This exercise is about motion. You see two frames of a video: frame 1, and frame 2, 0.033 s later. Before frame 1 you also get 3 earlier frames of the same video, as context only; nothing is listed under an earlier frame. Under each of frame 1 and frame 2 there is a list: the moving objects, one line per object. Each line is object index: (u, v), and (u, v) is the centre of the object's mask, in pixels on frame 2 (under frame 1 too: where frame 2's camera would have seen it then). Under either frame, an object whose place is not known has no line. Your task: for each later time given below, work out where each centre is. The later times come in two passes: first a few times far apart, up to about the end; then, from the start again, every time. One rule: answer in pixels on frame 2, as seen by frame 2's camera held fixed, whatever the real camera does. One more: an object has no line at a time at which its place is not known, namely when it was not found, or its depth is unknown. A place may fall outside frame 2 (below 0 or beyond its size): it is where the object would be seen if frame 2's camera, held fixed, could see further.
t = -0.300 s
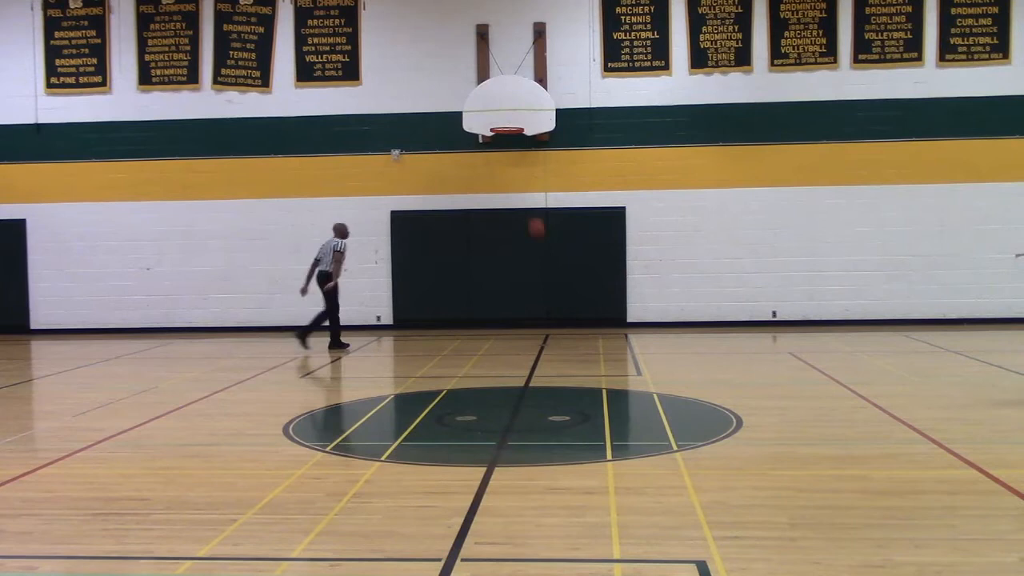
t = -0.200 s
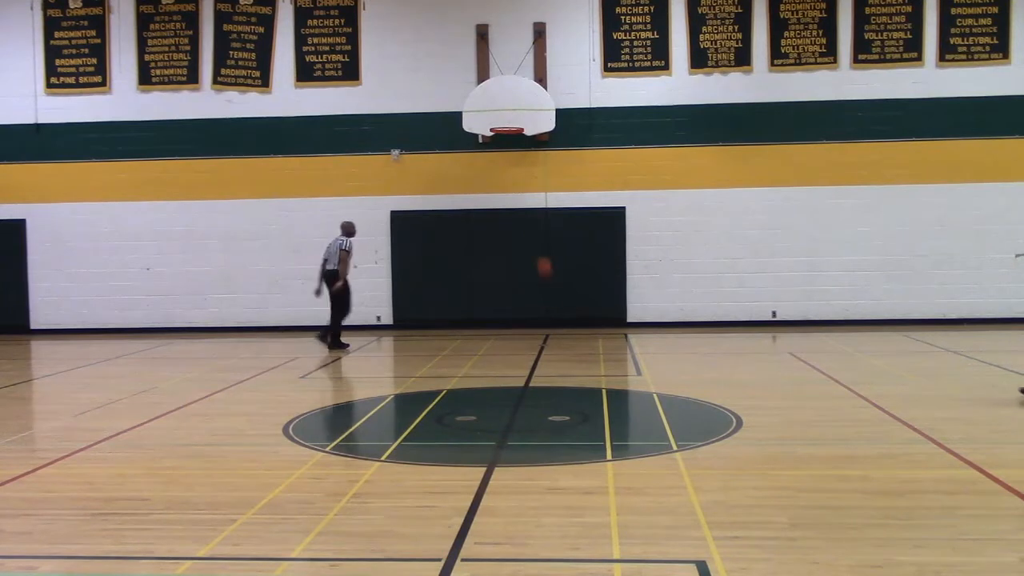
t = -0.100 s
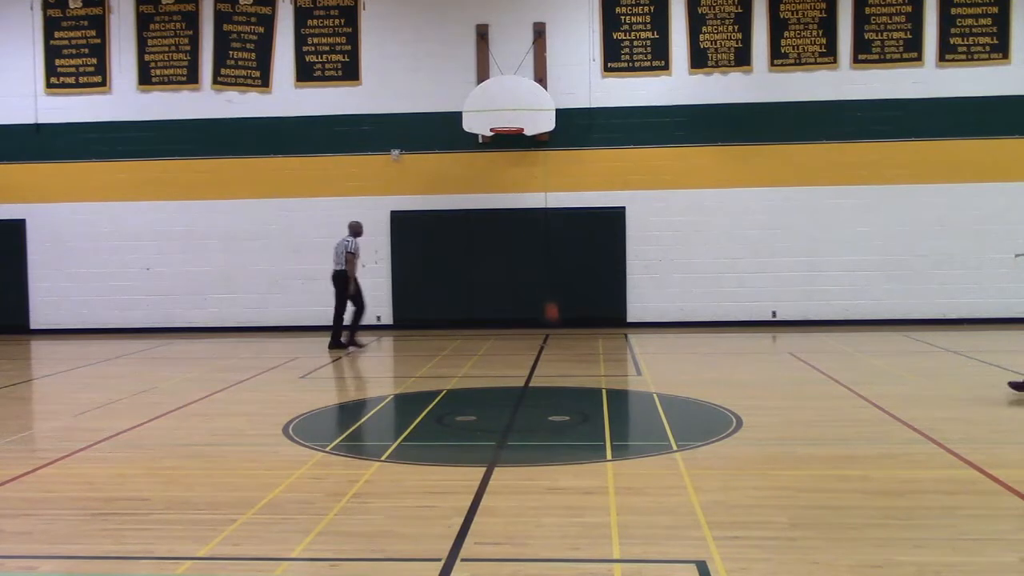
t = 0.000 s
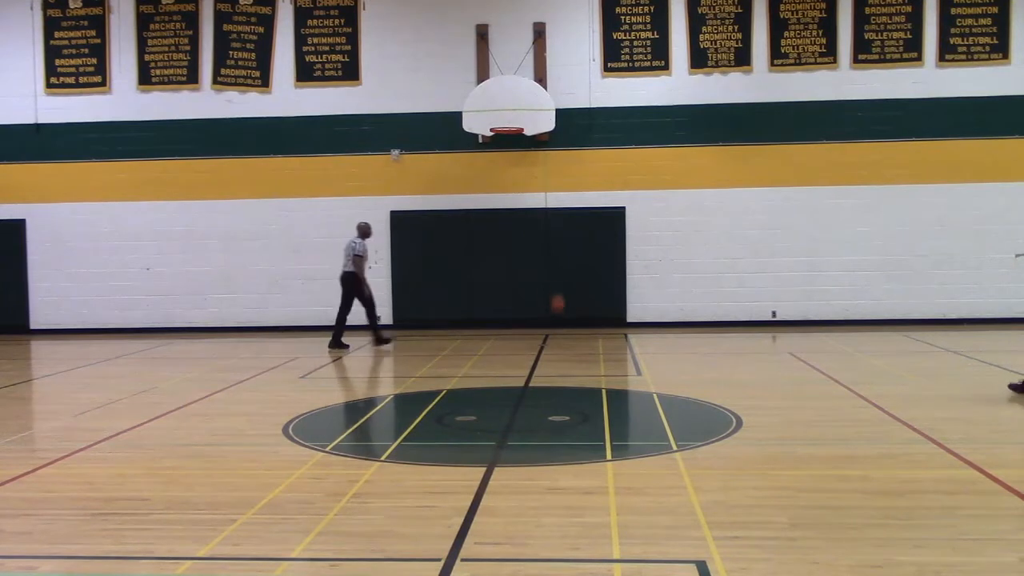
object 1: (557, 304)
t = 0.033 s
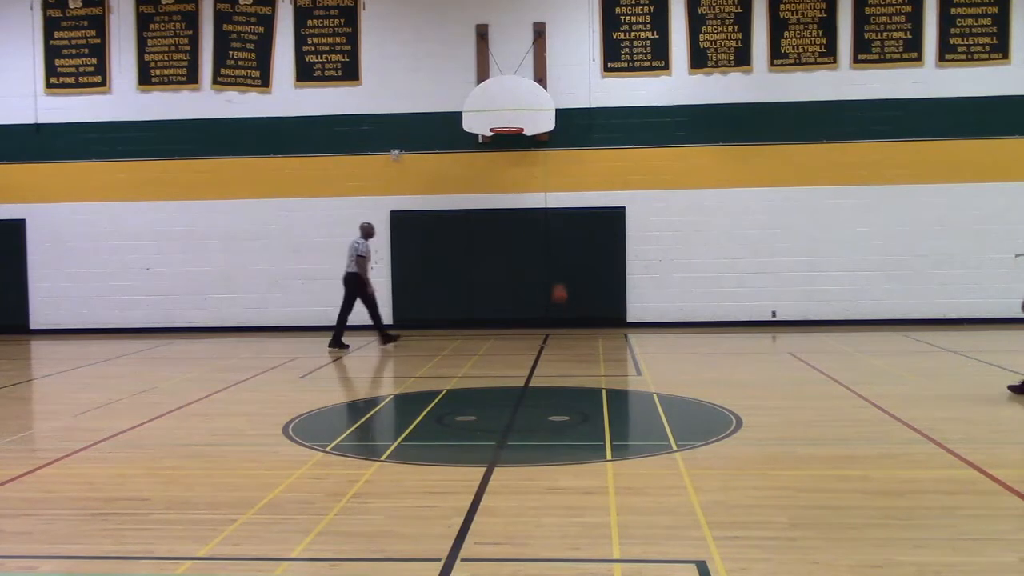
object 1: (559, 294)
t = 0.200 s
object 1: (570, 251)
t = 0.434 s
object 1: (584, 226)
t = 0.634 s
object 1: (597, 232)
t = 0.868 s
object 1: (611, 271)
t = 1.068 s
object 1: (622, 319)
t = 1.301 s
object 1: (635, 275)
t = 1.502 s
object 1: (646, 266)
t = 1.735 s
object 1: (659, 286)
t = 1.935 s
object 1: (669, 319)
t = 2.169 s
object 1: (680, 295)
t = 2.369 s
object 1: (689, 300)
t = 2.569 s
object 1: (699, 318)
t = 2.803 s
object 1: (710, 306)
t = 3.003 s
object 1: (720, 323)
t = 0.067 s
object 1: (561, 283)
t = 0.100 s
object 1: (564, 274)
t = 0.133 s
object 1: (566, 266)
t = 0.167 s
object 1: (568, 258)
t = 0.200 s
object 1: (570, 251)
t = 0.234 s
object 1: (572, 247)
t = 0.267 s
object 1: (574, 241)
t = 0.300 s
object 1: (576, 236)
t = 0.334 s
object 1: (578, 233)
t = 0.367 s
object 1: (580, 230)
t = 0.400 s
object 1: (582, 228)
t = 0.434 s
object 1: (584, 226)
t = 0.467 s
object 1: (586, 225)
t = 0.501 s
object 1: (588, 225)
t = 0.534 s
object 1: (590, 225)
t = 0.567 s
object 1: (592, 227)
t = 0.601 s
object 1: (594, 229)
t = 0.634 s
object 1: (597, 232)
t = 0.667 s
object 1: (599, 235)
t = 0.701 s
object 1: (601, 239)
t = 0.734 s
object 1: (603, 244)
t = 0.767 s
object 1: (605, 249)
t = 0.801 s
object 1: (607, 256)
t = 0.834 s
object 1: (610, 263)
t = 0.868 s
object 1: (611, 271)
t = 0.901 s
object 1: (612, 278)
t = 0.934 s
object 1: (614, 287)
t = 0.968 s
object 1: (617, 297)
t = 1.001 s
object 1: (619, 307)
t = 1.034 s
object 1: (621, 318)
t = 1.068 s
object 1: (622, 319)
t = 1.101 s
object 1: (624, 311)
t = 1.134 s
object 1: (626, 303)
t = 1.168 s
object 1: (628, 296)
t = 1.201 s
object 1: (629, 289)
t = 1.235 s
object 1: (632, 284)
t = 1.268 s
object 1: (633, 279)
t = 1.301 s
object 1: (635, 275)
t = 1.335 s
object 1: (637, 272)
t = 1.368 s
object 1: (639, 269)
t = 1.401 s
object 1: (641, 267)
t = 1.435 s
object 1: (643, 266)
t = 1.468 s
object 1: (644, 265)
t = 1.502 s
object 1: (646, 266)
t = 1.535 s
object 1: (648, 266)
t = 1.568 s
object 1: (650, 267)
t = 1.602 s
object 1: (652, 270)
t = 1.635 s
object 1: (653, 273)
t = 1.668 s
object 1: (655, 276)
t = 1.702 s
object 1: (657, 281)
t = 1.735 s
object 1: (659, 286)
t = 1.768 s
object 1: (661, 291)
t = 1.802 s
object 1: (663, 297)
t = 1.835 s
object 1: (664, 303)
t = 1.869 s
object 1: (666, 309)
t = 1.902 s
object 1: (667, 317)
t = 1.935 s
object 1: (669, 319)
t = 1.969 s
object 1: (671, 314)
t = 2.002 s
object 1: (672, 309)
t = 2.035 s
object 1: (673, 305)
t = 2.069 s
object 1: (675, 302)
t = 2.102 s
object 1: (677, 298)
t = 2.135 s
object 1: (678, 296)
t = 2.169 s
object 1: (680, 295)
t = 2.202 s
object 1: (681, 294)
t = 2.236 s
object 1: (682, 294)
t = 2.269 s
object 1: (684, 294)
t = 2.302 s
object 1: (686, 296)
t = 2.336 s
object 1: (687, 298)
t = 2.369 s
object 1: (689, 300)
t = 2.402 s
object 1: (690, 304)
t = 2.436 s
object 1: (692, 308)
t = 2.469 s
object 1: (694, 313)
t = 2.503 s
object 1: (696, 319)
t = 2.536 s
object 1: (698, 321)
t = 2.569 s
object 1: (699, 318)
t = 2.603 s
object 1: (700, 313)
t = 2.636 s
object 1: (702, 310)
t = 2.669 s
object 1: (704, 308)
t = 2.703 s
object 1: (705, 306)
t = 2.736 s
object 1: (707, 306)
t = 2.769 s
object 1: (708, 305)
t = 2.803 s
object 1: (710, 306)
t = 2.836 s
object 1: (712, 307)
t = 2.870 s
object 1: (714, 309)
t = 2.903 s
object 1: (715, 312)
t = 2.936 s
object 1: (717, 315)
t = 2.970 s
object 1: (719, 320)
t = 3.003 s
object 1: (720, 323)
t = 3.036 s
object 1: (722, 320)
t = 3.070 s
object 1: (723, 317)
